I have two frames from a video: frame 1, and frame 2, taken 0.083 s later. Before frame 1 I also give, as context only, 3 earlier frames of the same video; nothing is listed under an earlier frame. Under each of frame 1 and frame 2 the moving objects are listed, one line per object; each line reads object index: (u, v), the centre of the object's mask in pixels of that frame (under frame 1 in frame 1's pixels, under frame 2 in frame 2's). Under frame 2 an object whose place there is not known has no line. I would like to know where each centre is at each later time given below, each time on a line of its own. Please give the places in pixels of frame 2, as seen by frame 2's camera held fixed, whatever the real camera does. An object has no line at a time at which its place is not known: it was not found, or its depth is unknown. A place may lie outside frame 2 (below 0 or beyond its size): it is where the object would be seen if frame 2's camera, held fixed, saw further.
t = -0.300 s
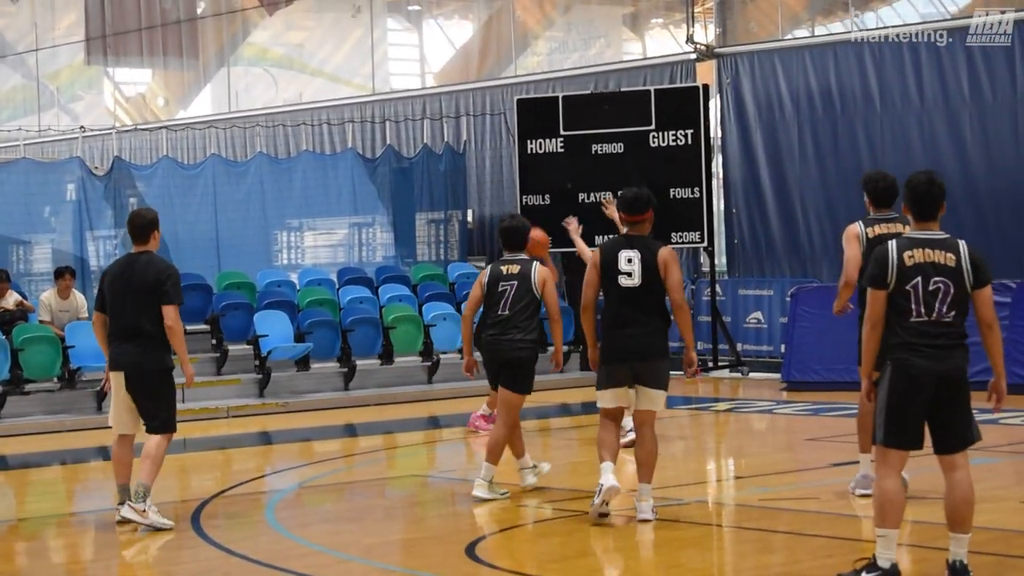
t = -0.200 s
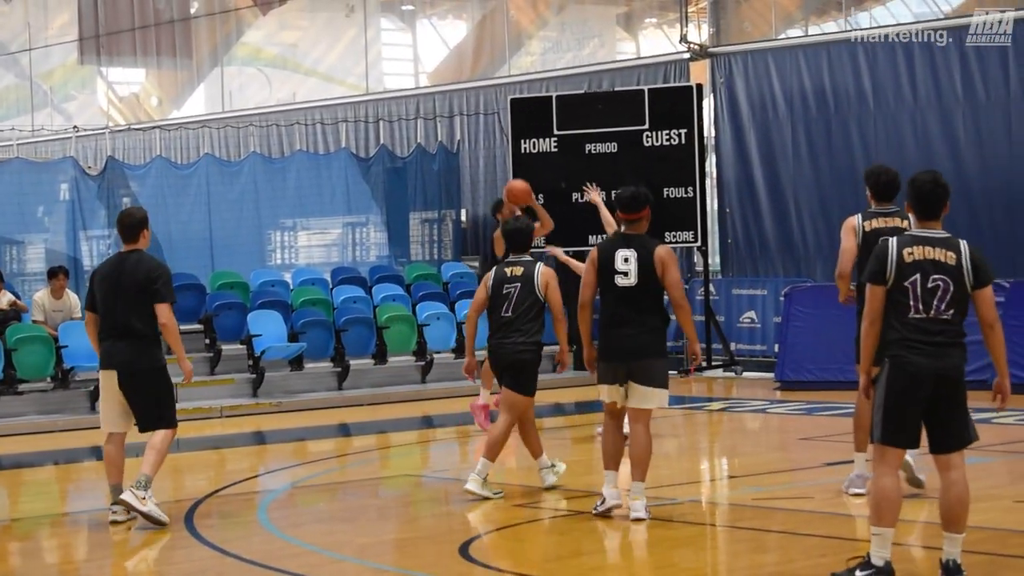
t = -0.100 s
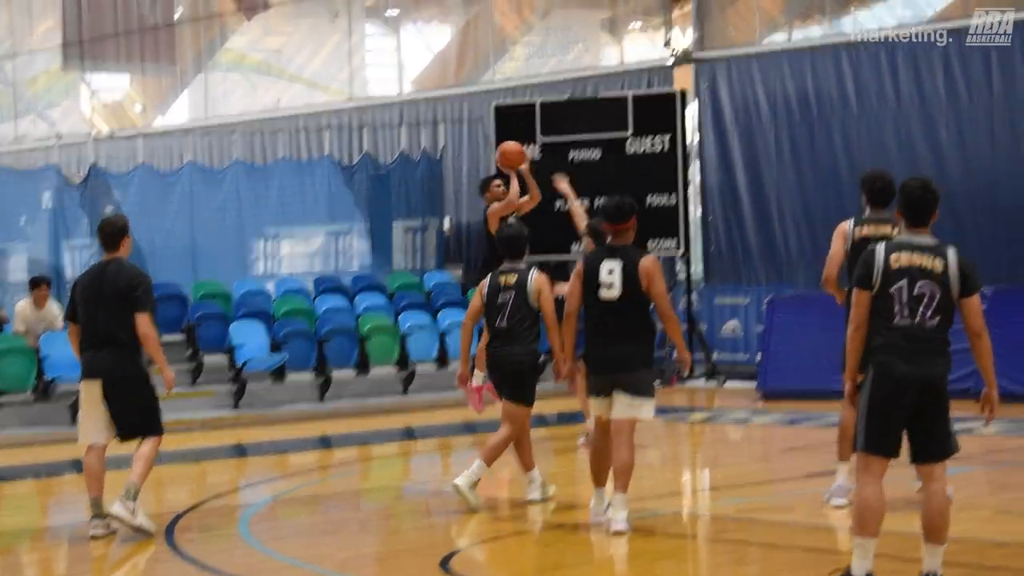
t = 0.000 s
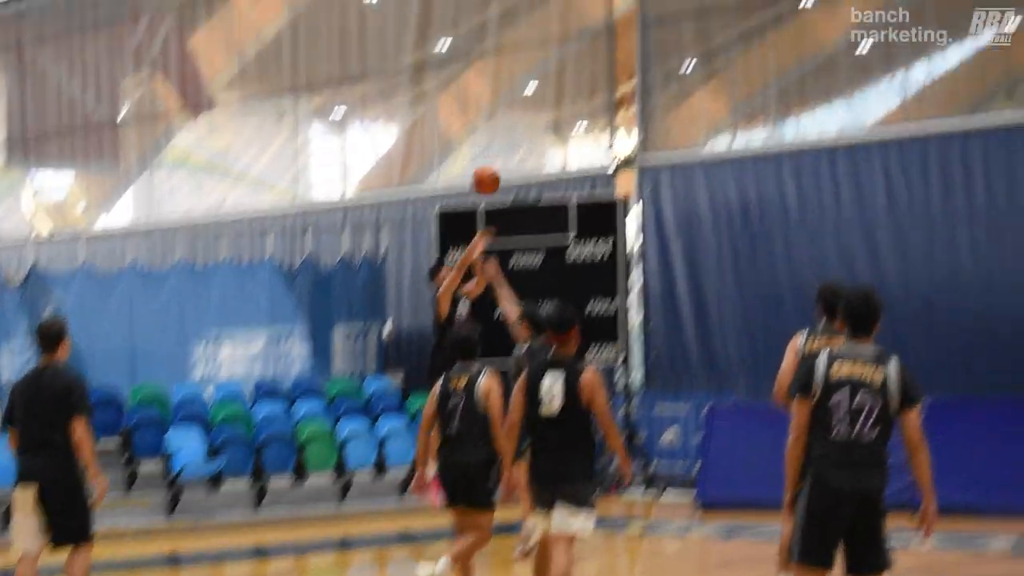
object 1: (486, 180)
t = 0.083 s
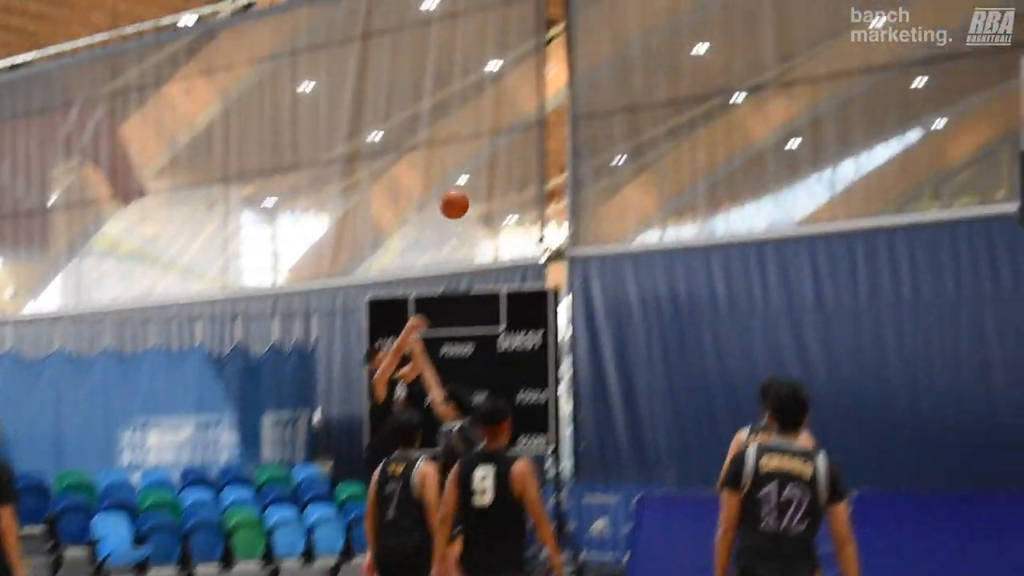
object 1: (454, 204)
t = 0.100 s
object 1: (461, 192)
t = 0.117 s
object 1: (469, 180)
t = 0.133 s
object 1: (478, 168)
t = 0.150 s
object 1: (484, 156)
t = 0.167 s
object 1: (492, 144)
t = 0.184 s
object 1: (499, 133)
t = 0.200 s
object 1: (507, 122)
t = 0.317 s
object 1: (559, 54)
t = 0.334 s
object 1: (567, 46)
